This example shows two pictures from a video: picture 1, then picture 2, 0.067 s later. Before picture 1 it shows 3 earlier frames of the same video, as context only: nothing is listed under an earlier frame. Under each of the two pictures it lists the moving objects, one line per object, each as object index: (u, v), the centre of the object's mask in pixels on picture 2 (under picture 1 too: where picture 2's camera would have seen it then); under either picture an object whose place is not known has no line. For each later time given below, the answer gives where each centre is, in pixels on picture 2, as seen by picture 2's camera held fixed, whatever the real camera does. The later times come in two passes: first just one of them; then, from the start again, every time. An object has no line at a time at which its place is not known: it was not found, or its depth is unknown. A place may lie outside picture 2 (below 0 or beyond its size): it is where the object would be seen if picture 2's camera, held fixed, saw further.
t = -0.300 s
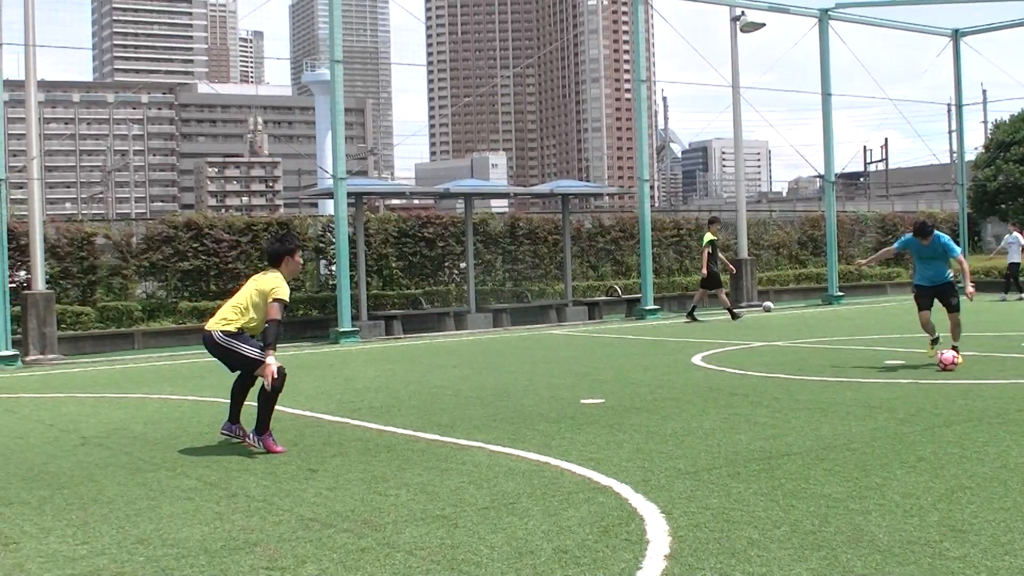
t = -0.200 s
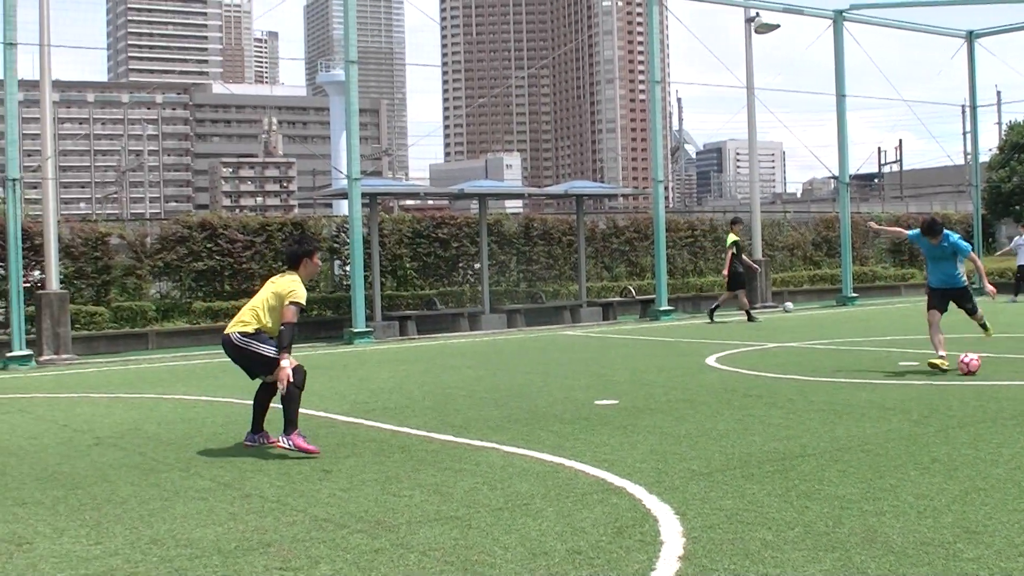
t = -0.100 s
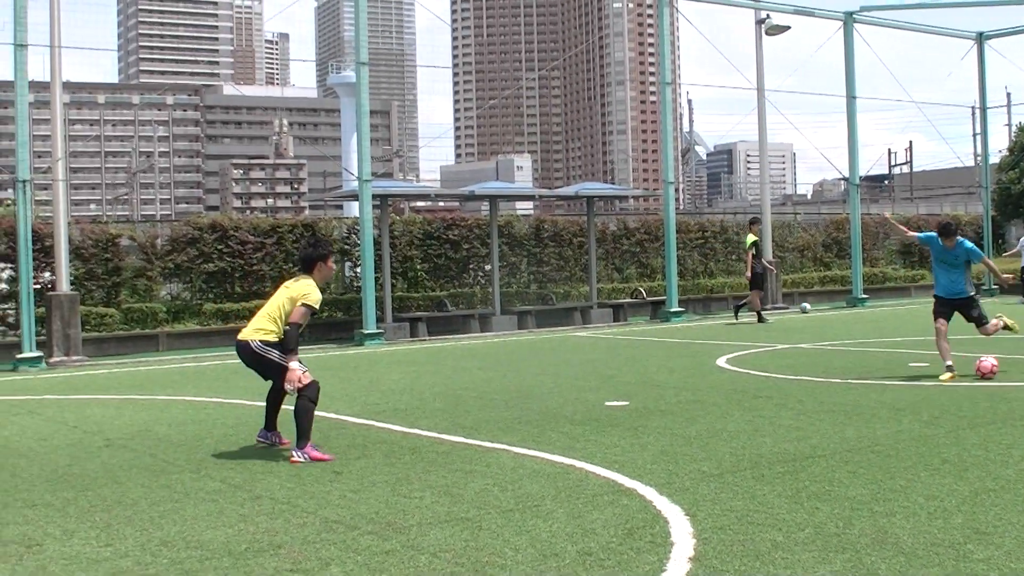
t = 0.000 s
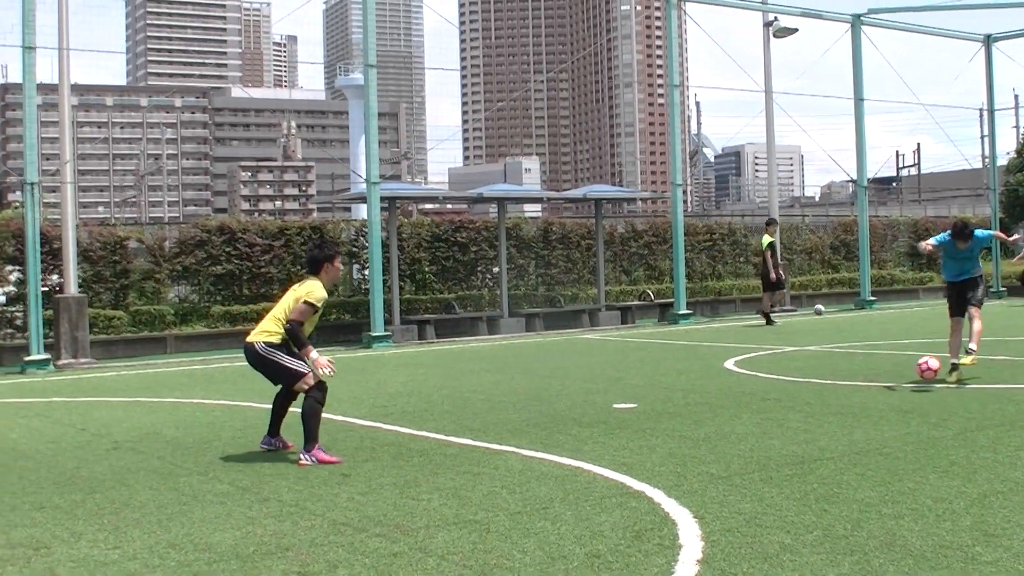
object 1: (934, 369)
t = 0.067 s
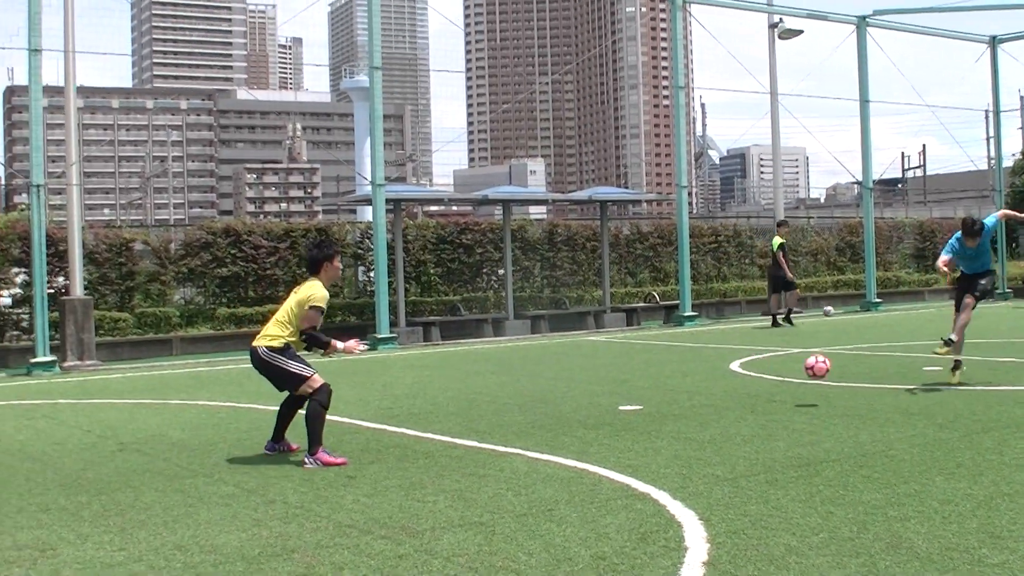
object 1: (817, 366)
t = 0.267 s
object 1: (379, 391)
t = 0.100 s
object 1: (752, 367)
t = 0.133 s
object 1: (686, 369)
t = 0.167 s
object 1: (614, 372)
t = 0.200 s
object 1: (540, 377)
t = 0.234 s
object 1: (461, 384)
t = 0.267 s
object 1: (379, 391)
